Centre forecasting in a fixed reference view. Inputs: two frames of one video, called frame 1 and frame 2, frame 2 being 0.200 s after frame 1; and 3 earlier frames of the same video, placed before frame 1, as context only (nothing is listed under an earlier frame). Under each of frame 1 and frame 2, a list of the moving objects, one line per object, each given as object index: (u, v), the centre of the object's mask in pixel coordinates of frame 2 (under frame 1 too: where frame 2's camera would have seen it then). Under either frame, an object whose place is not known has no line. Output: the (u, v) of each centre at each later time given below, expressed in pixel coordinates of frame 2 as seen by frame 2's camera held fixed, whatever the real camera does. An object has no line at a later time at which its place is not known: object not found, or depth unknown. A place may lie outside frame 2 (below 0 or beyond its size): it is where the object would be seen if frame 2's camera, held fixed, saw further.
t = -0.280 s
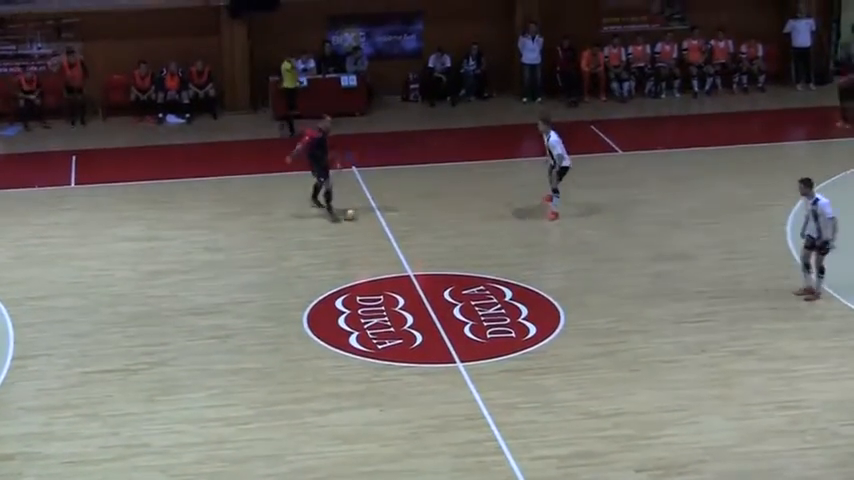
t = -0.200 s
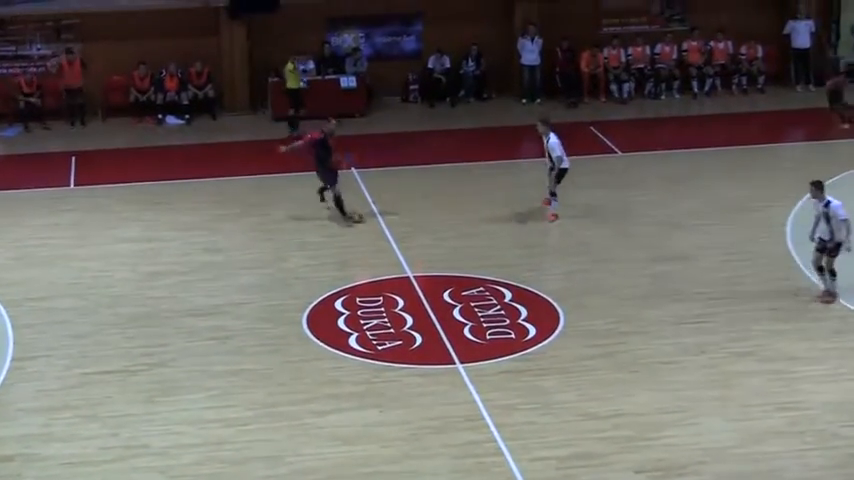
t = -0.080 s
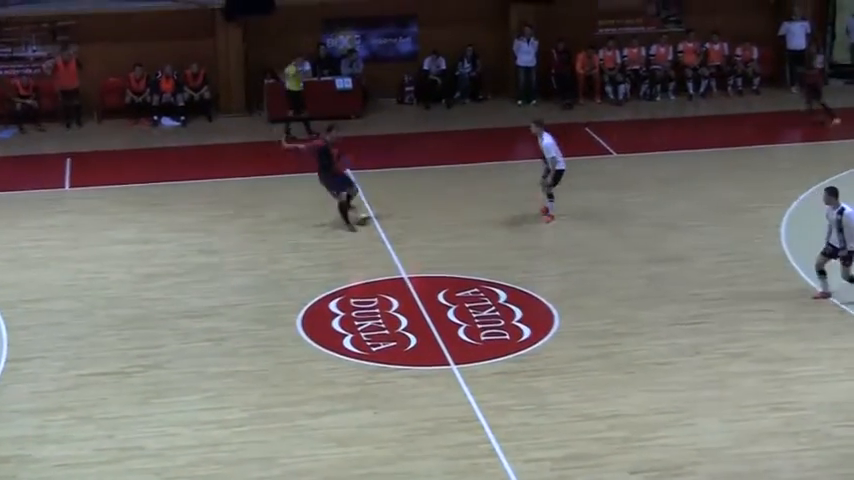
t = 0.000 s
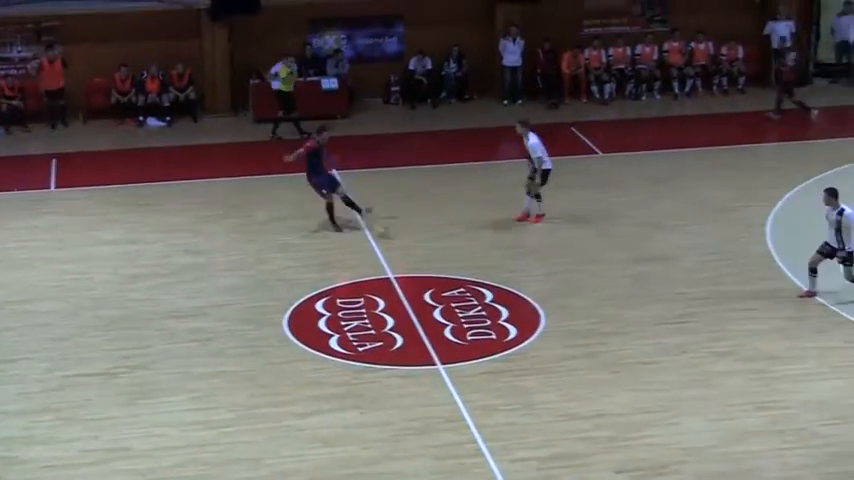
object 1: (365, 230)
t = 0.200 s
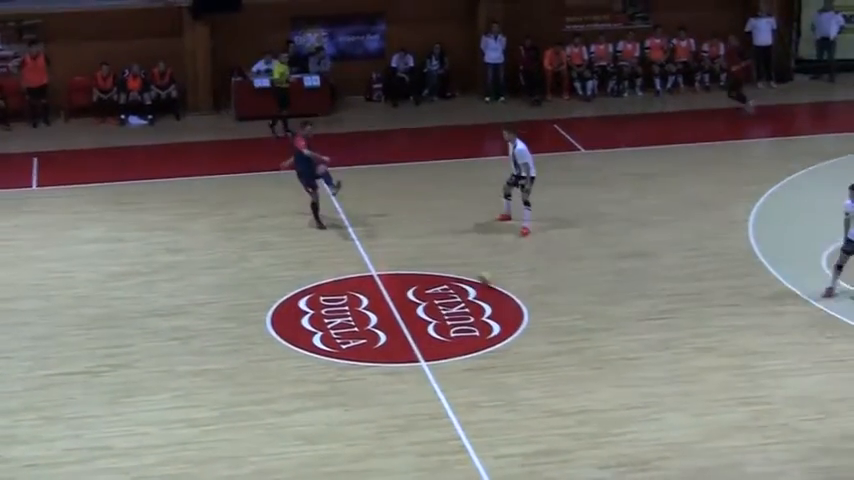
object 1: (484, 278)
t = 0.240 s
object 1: (510, 292)
